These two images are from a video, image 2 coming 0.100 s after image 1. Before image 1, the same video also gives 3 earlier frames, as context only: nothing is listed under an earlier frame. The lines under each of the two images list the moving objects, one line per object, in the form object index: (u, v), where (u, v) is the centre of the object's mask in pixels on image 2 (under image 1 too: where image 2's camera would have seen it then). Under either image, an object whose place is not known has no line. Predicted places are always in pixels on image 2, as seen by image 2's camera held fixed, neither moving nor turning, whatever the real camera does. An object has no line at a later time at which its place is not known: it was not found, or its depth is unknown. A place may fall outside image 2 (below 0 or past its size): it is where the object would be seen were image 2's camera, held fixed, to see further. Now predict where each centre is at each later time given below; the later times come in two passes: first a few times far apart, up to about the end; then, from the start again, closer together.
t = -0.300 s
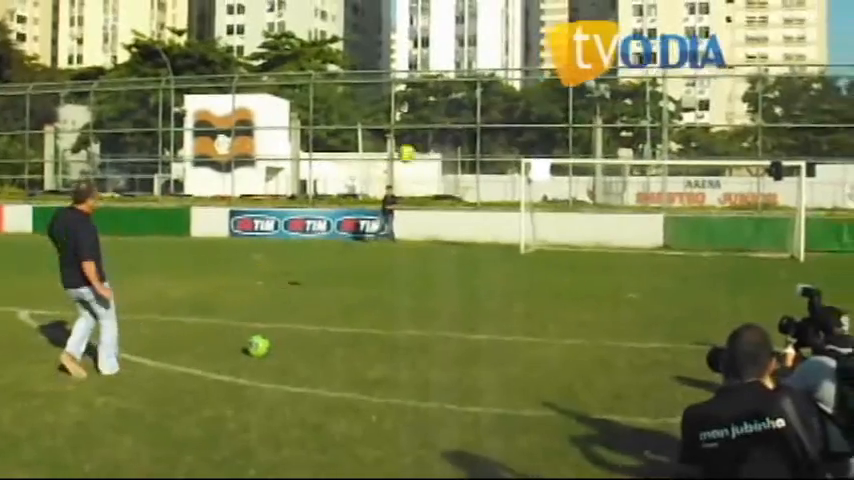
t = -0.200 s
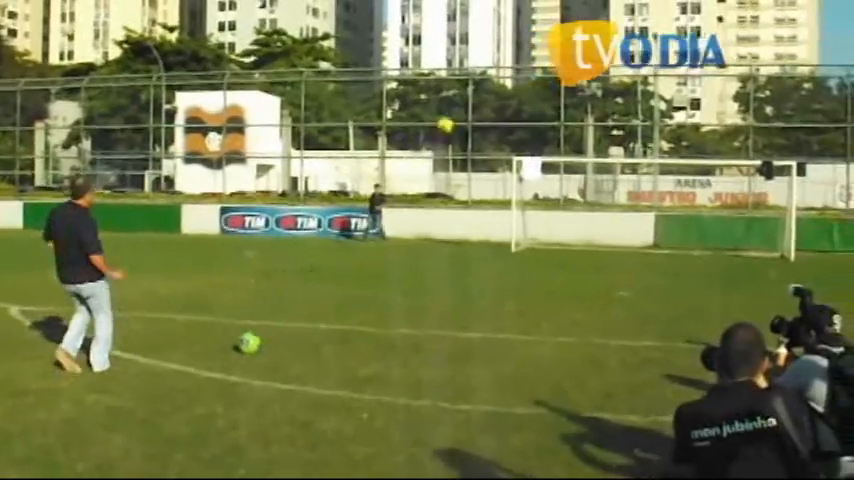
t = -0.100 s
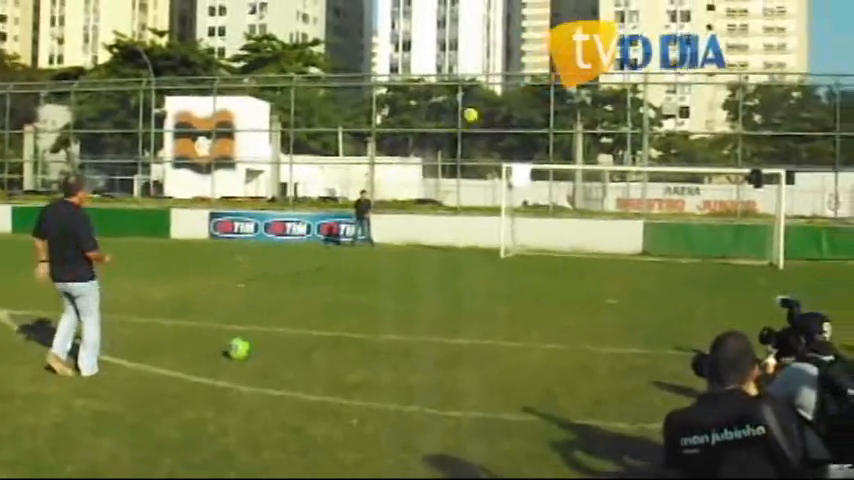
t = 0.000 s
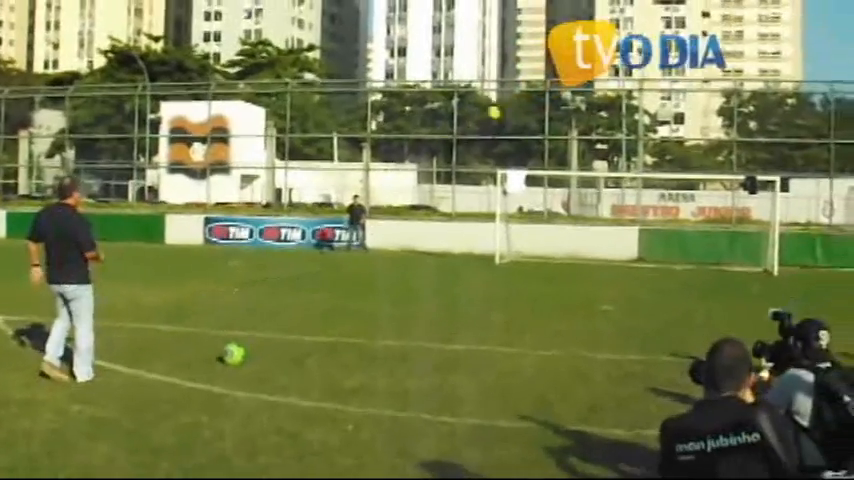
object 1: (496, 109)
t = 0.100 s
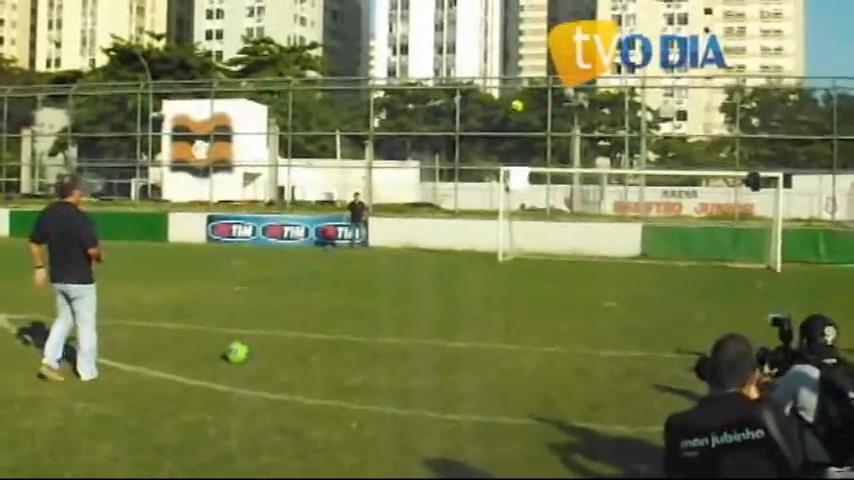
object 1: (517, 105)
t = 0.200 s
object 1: (533, 105)
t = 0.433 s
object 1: (558, 121)
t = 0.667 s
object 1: (569, 148)
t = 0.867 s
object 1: (572, 163)
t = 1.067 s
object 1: (568, 160)
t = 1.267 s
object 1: (563, 175)
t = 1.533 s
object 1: (554, 220)
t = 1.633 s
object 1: (552, 252)
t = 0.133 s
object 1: (523, 105)
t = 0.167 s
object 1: (528, 105)
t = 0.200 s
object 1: (533, 105)
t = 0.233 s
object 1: (538, 107)
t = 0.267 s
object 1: (542, 108)
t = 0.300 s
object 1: (545, 110)
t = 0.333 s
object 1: (549, 112)
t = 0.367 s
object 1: (552, 115)
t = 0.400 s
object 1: (554, 117)
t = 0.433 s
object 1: (558, 121)
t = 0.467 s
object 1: (560, 124)
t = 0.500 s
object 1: (562, 127)
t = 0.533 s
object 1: (564, 131)
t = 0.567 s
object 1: (565, 135)
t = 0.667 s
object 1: (569, 148)
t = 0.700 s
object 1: (570, 153)
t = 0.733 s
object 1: (571, 159)
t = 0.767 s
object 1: (571, 164)
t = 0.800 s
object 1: (571, 166)
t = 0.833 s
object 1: (572, 164)
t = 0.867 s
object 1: (572, 163)
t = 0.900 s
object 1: (571, 162)
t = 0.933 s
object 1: (571, 161)
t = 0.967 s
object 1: (571, 161)
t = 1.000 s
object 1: (570, 160)
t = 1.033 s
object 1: (569, 160)
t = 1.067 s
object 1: (568, 160)
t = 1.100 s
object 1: (568, 161)
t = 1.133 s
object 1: (567, 163)
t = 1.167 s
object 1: (566, 165)
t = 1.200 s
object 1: (565, 167)
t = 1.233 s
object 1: (565, 171)
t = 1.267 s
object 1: (563, 175)
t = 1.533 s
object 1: (554, 220)
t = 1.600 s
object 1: (551, 242)
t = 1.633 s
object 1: (552, 252)
